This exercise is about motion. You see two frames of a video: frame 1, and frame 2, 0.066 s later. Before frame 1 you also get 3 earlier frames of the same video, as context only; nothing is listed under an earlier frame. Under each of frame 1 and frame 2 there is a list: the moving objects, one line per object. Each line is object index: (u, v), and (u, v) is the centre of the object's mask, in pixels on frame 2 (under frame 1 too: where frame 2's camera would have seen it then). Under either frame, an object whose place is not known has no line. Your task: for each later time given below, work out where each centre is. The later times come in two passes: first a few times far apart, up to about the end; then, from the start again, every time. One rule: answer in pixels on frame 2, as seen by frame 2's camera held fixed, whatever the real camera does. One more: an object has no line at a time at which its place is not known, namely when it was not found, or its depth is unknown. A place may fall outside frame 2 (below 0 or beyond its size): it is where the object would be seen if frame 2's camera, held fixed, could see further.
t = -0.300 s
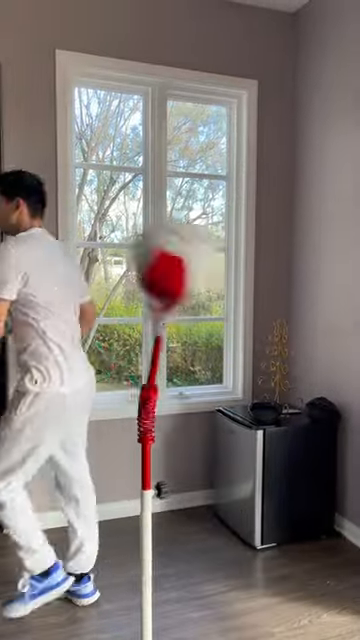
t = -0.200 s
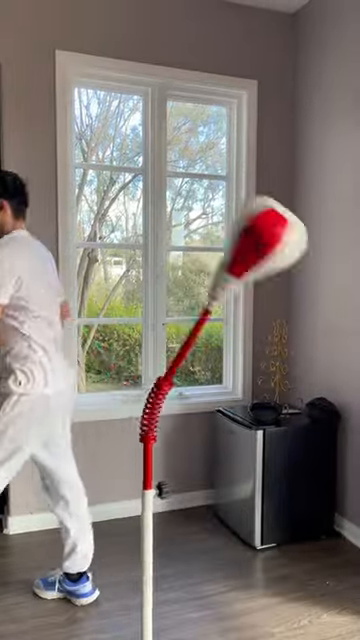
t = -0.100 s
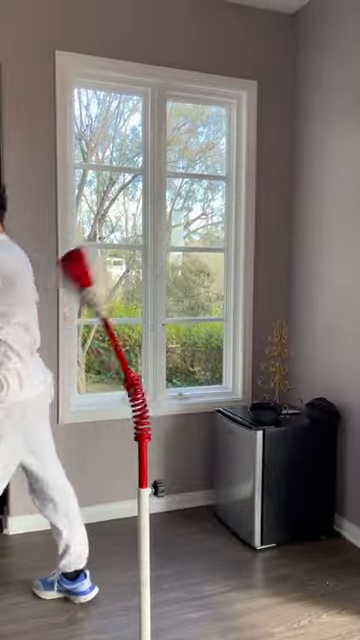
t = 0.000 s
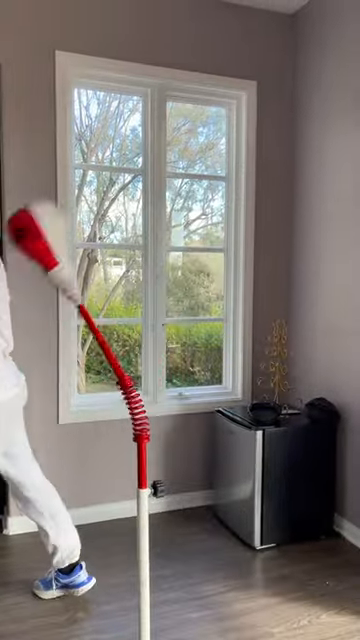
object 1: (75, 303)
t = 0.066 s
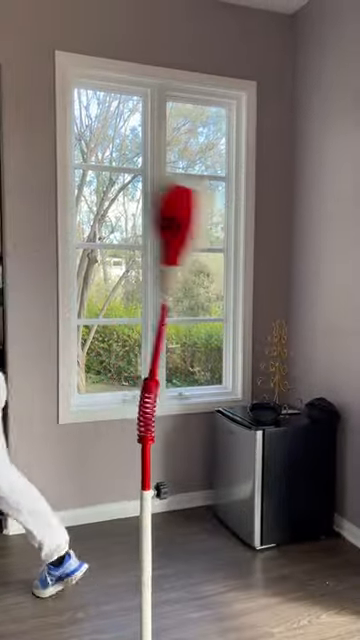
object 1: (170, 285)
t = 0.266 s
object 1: (112, 315)
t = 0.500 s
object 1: (239, 300)
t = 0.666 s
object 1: (97, 304)
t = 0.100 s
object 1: (234, 300)
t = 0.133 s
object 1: (259, 318)
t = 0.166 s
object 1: (252, 308)
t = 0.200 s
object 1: (209, 292)
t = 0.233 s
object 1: (157, 303)
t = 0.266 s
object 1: (112, 315)
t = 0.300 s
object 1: (79, 327)
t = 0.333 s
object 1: (70, 341)
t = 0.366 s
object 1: (67, 326)
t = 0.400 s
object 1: (80, 293)
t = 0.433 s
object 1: (134, 278)
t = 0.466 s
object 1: (193, 284)
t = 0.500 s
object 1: (239, 300)
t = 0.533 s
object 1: (247, 314)
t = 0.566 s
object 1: (231, 305)
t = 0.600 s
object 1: (190, 297)
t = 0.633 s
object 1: (143, 301)
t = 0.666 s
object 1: (97, 304)
